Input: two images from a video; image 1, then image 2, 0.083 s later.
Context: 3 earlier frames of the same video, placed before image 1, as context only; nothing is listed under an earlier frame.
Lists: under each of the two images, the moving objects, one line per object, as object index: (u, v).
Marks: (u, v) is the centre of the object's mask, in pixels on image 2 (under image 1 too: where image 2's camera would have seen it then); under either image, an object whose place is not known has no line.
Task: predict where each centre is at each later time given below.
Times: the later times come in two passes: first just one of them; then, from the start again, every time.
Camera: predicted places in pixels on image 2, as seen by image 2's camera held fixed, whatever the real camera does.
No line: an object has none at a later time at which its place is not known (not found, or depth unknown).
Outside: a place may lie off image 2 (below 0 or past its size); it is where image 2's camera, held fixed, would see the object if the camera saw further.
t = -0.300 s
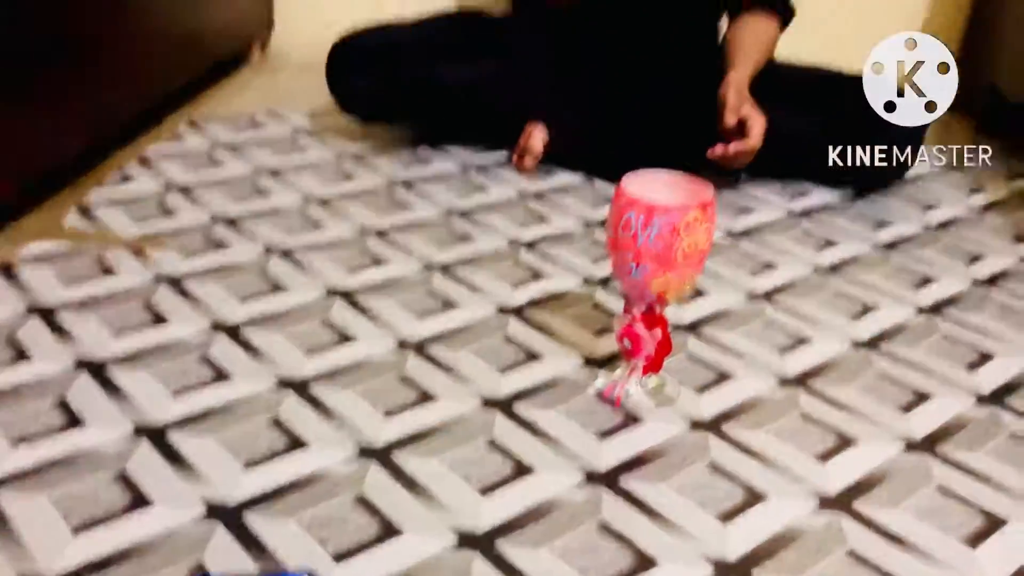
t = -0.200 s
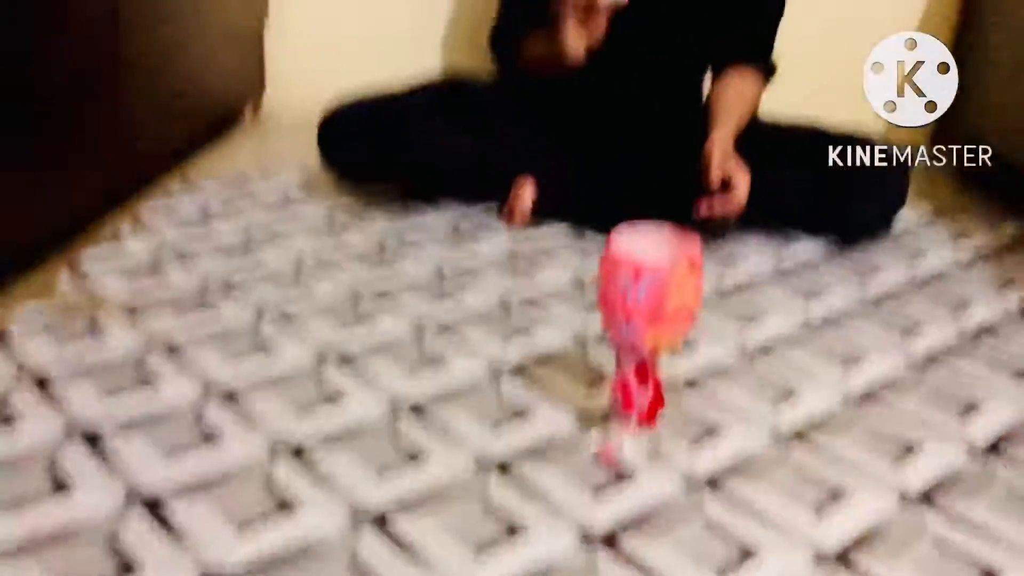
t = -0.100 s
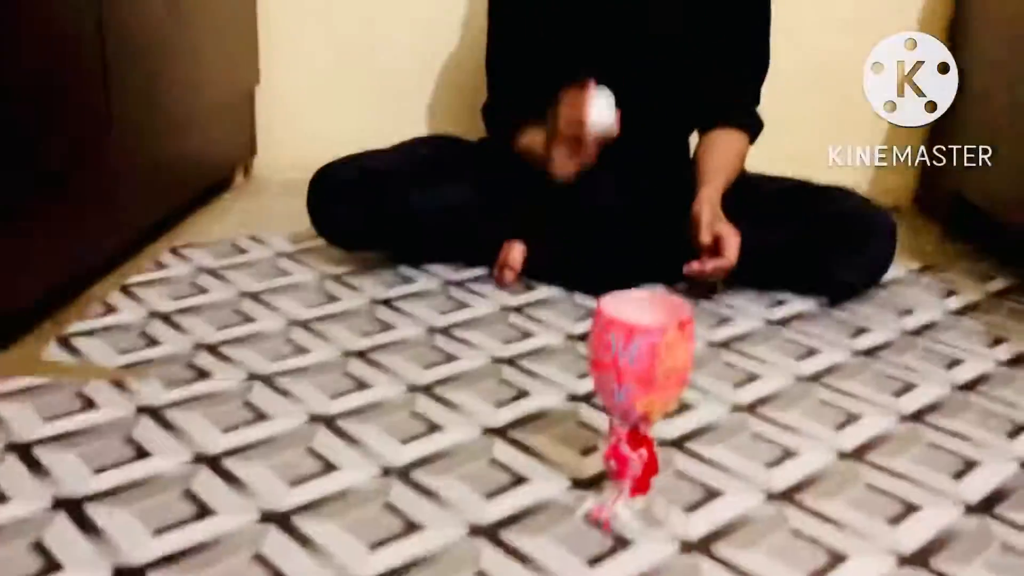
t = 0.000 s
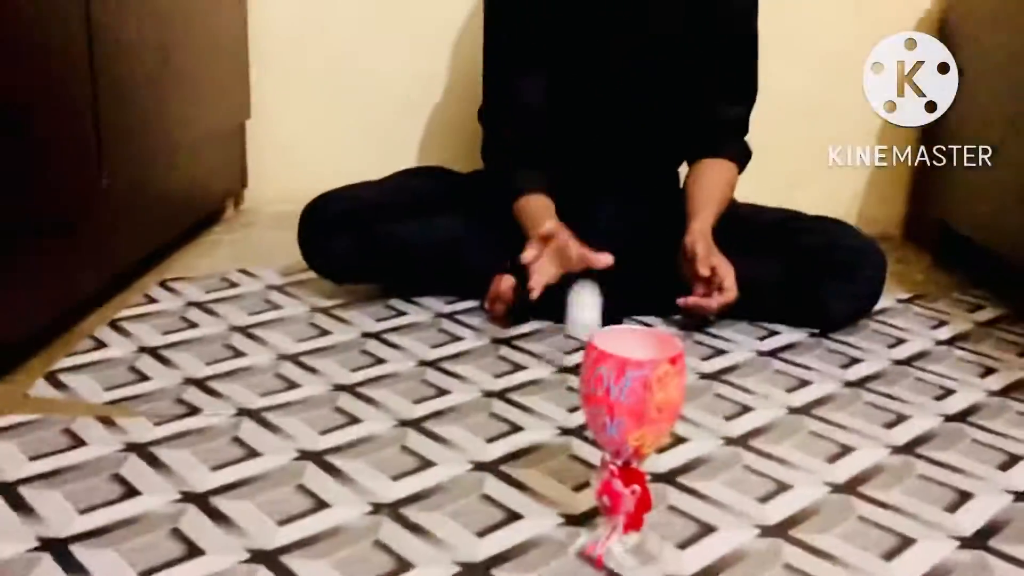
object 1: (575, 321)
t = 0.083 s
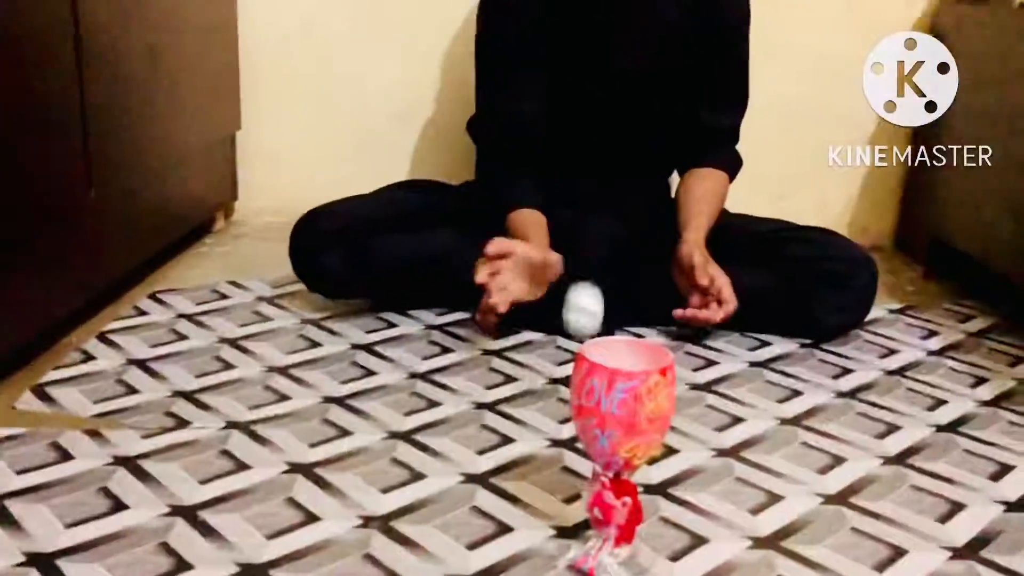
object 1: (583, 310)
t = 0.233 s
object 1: (607, 193)
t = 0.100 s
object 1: (586, 289)
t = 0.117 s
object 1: (590, 269)
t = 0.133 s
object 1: (592, 251)
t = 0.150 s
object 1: (595, 235)
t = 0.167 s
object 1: (597, 221)
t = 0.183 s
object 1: (600, 210)
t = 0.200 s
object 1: (602, 201)
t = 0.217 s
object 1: (605, 195)
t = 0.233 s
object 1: (607, 193)
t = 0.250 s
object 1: (609, 193)
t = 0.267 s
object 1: (611, 197)
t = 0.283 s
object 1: (612, 204)
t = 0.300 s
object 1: (614, 215)
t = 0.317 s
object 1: (616, 229)
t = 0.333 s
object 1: (617, 247)
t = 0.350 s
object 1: (619, 269)
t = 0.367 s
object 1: (619, 294)
